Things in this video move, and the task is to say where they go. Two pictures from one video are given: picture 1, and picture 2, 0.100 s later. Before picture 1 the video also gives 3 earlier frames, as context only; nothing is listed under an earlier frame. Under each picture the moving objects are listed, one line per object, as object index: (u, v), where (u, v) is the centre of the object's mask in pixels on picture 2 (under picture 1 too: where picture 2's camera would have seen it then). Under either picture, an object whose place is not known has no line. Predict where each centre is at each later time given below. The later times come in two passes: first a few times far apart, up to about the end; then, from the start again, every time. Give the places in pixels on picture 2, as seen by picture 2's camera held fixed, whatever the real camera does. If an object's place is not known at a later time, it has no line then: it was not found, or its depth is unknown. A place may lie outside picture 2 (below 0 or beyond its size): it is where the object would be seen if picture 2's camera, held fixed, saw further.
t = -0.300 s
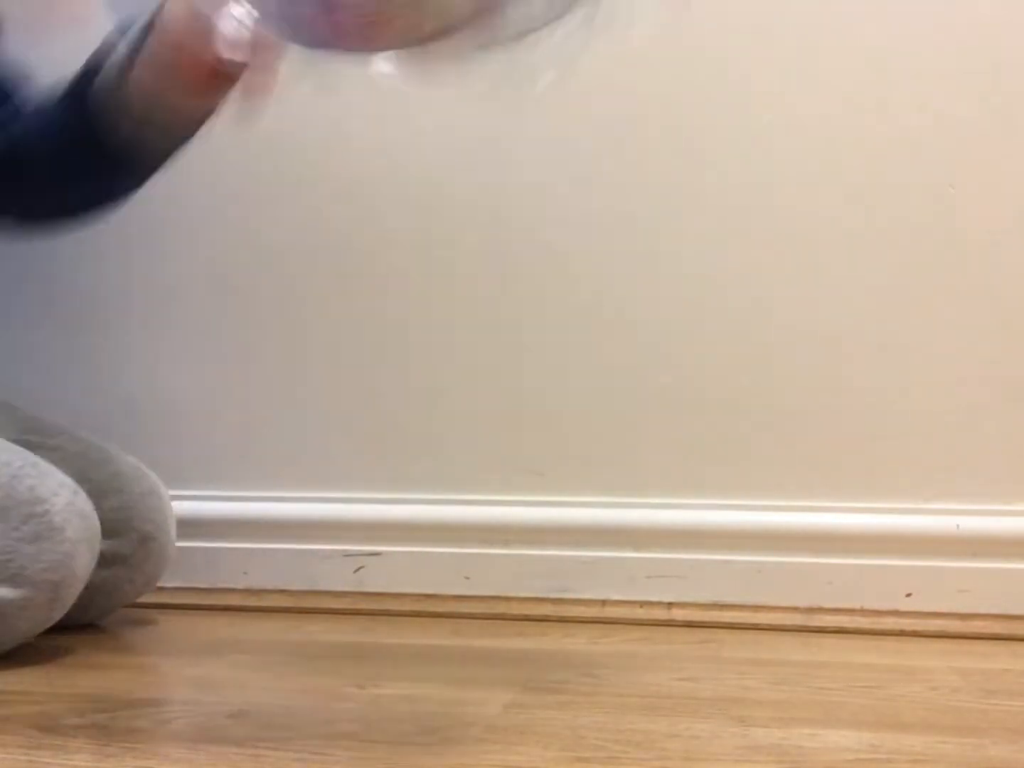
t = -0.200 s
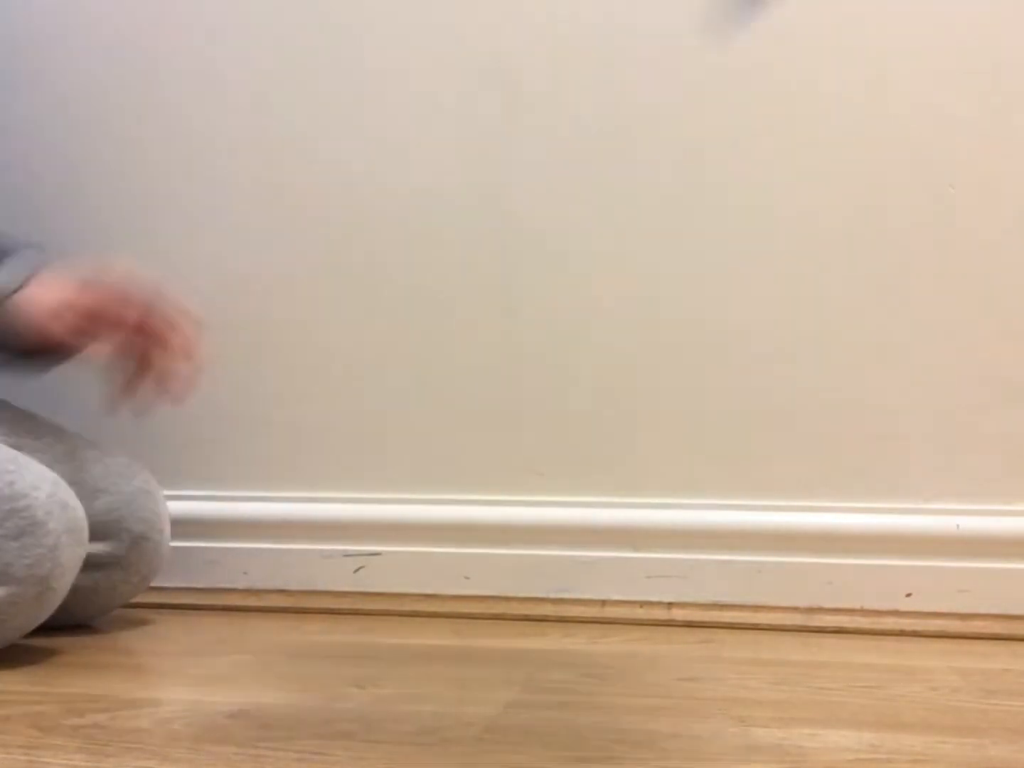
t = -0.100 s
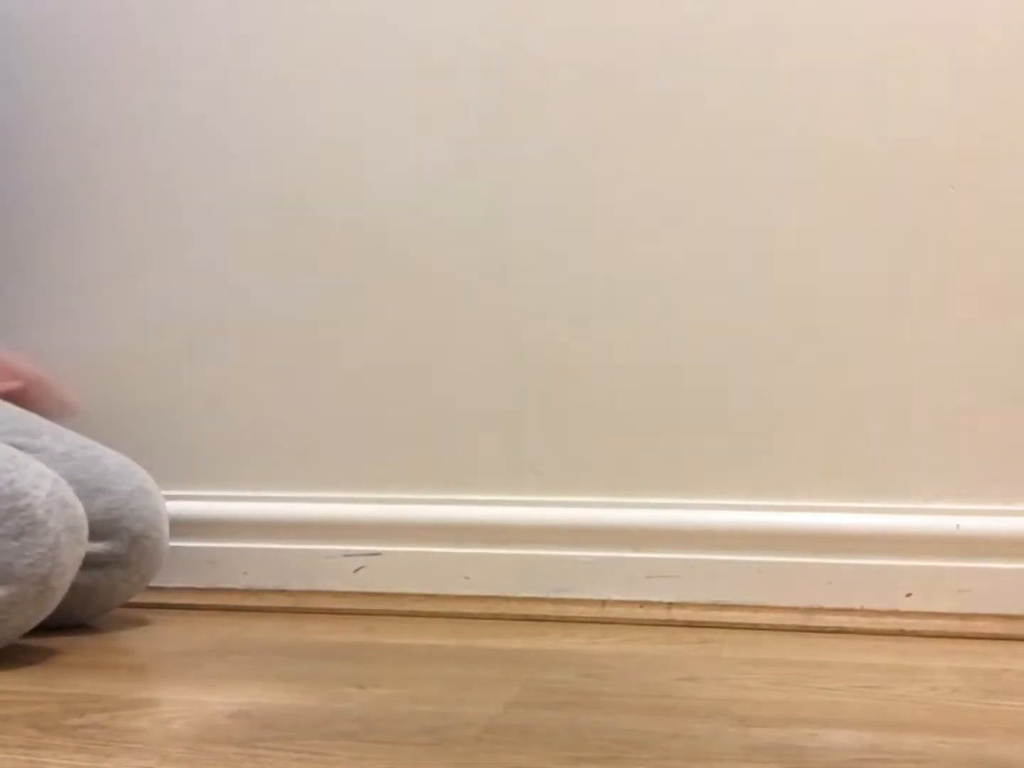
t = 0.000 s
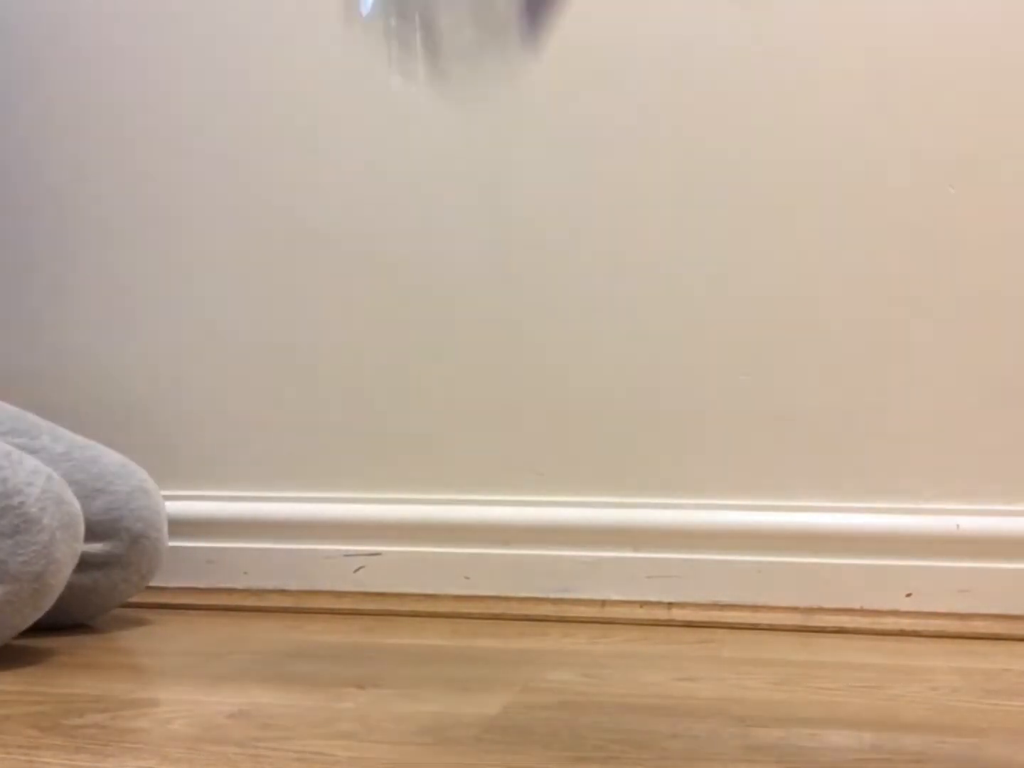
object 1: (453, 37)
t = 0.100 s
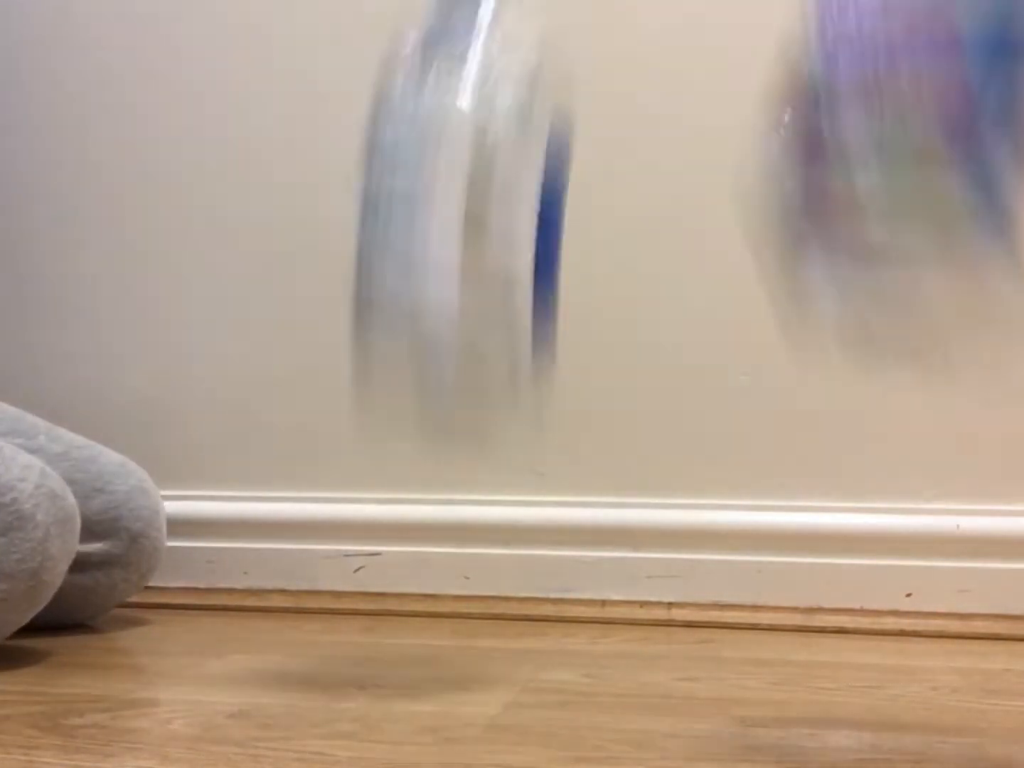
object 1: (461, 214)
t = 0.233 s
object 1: (403, 468)
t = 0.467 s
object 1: (290, 497)
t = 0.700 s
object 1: (224, 583)
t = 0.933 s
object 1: (218, 579)
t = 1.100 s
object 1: (225, 582)
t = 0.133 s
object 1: (443, 324)
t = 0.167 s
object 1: (430, 467)
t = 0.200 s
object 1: (417, 466)
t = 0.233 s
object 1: (403, 468)
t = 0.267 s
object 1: (390, 468)
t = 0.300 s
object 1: (379, 469)
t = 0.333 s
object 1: (368, 471)
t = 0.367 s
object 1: (354, 474)
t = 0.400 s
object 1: (339, 478)
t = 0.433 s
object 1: (317, 485)
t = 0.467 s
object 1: (290, 497)
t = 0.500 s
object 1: (258, 516)
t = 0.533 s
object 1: (236, 540)
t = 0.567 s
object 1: (254, 557)
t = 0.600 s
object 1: (247, 579)
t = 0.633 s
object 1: (250, 582)
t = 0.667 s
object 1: (228, 581)
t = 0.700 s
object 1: (224, 583)
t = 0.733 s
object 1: (221, 581)
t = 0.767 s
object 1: (221, 581)
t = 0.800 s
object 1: (222, 581)
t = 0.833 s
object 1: (222, 581)
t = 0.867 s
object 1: (221, 581)
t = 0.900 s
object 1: (219, 580)
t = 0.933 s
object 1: (218, 579)
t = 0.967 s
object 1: (218, 579)
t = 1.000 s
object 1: (218, 579)
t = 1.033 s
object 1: (221, 581)
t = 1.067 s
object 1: (223, 582)
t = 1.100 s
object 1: (225, 582)
